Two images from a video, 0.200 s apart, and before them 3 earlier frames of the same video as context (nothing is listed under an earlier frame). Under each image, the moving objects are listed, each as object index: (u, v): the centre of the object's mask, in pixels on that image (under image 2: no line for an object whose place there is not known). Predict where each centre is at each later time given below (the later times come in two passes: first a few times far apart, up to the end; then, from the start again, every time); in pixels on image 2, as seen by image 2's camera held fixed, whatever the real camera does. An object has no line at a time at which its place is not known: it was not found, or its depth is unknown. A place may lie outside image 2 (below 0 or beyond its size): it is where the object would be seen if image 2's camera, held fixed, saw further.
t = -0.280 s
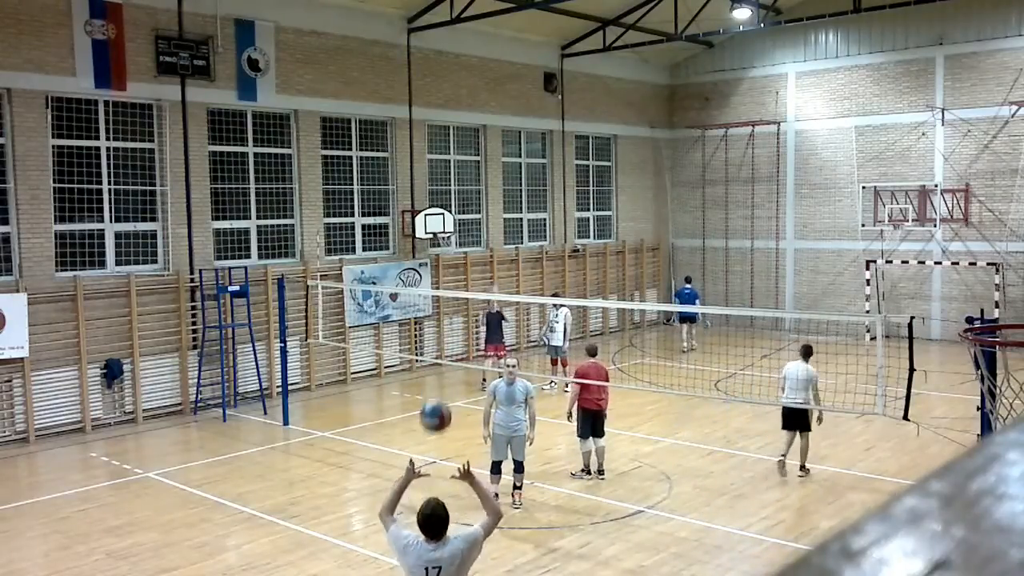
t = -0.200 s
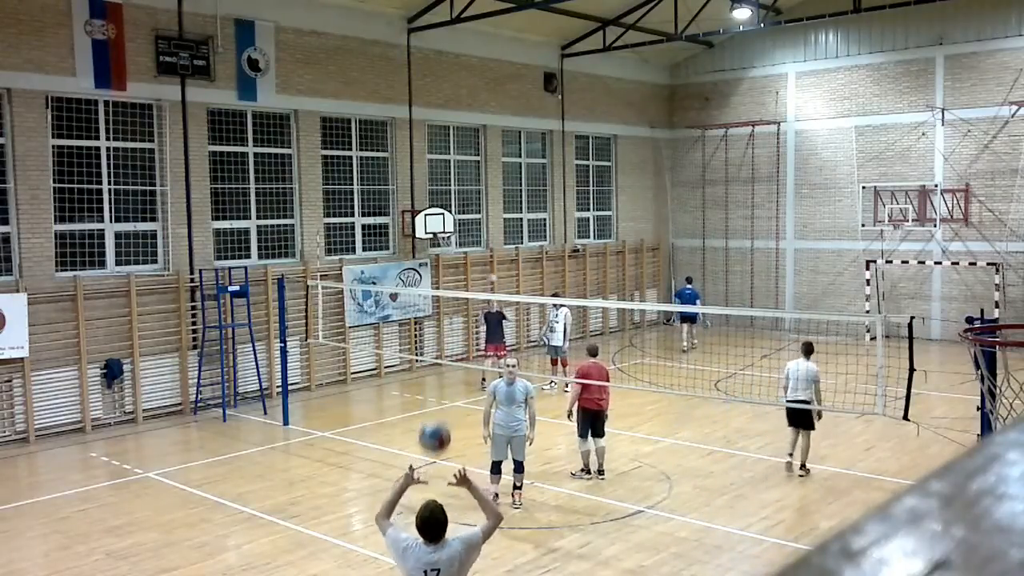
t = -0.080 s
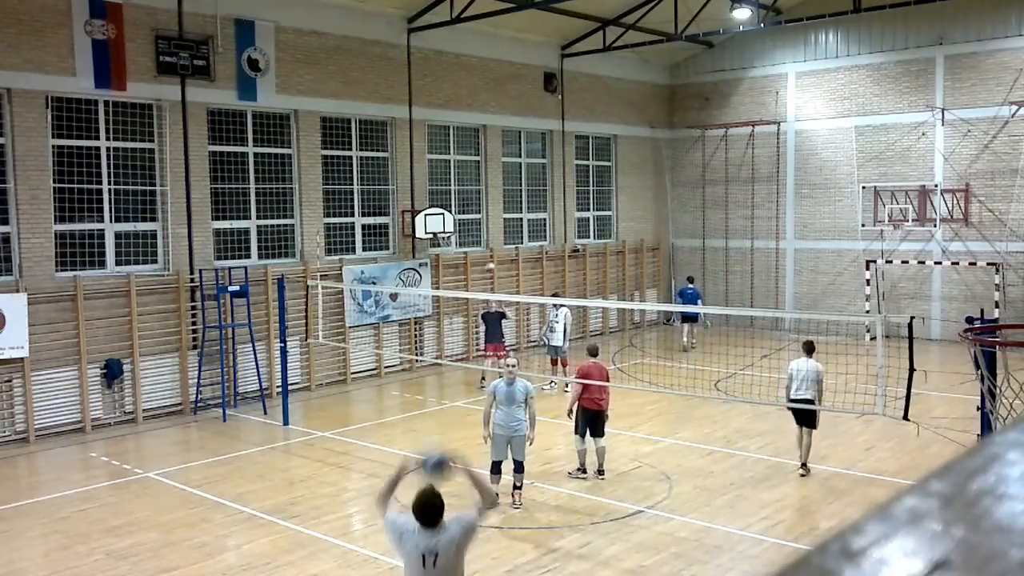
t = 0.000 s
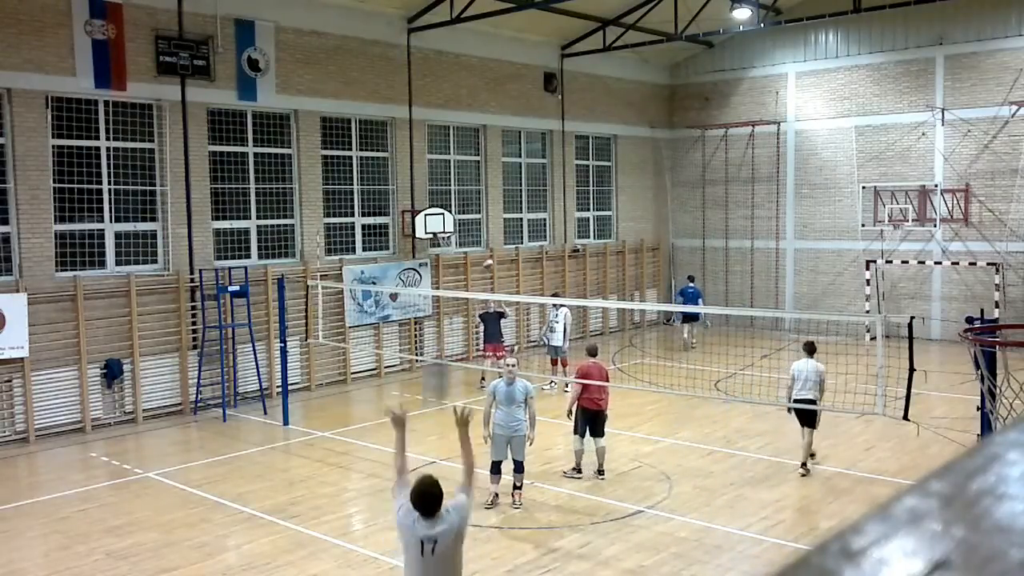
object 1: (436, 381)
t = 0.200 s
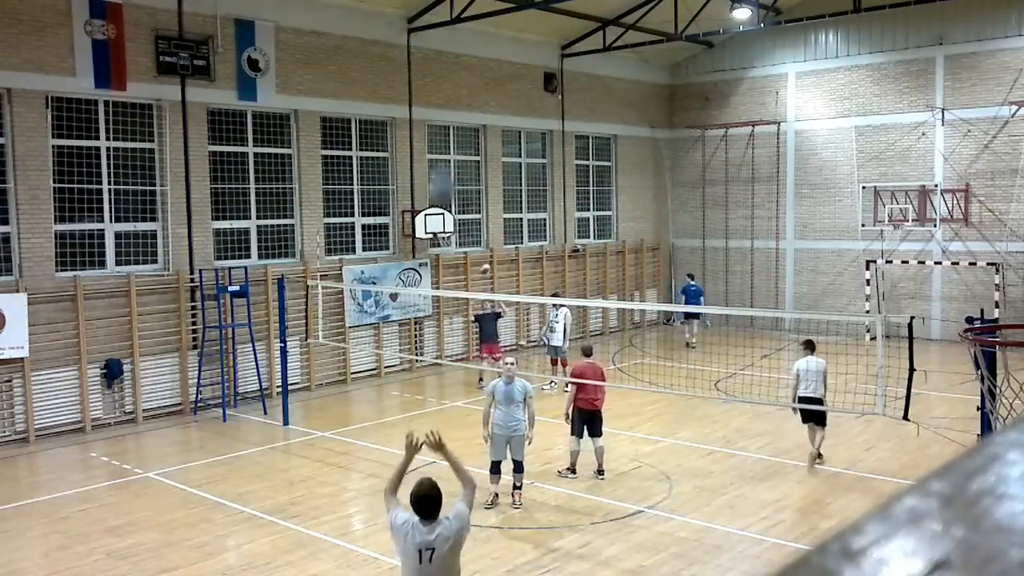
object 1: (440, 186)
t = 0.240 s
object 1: (442, 159)
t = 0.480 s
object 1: (453, 56)
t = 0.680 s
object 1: (461, 36)
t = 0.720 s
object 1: (463, 37)
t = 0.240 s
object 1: (442, 159)
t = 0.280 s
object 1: (444, 135)
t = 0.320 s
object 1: (448, 112)
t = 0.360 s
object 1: (448, 95)
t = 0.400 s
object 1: (450, 80)
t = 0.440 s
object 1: (451, 66)
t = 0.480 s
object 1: (453, 56)
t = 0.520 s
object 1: (455, 48)
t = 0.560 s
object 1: (456, 43)
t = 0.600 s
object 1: (458, 39)
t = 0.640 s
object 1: (459, 37)
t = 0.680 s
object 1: (461, 36)
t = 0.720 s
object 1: (463, 37)
